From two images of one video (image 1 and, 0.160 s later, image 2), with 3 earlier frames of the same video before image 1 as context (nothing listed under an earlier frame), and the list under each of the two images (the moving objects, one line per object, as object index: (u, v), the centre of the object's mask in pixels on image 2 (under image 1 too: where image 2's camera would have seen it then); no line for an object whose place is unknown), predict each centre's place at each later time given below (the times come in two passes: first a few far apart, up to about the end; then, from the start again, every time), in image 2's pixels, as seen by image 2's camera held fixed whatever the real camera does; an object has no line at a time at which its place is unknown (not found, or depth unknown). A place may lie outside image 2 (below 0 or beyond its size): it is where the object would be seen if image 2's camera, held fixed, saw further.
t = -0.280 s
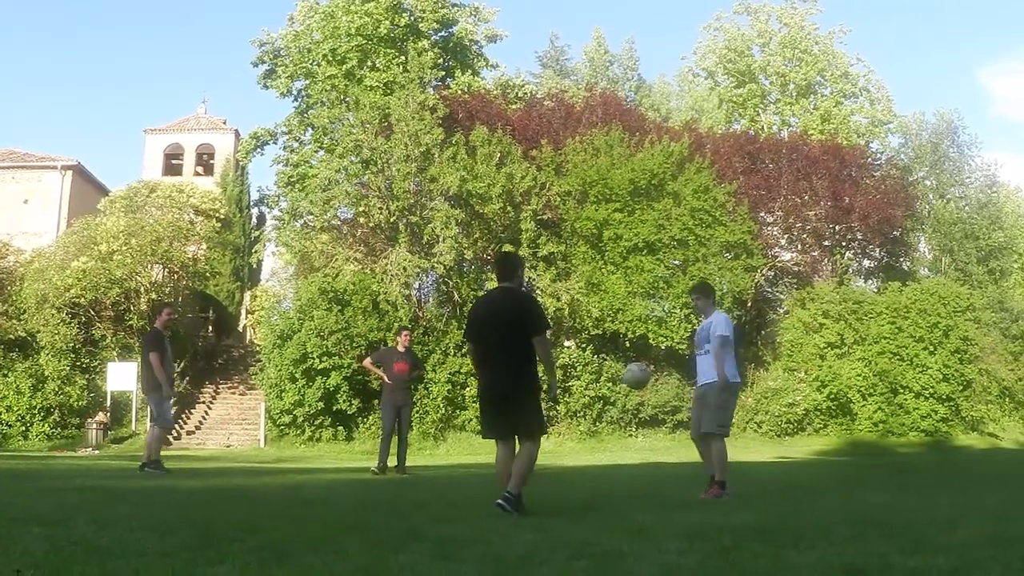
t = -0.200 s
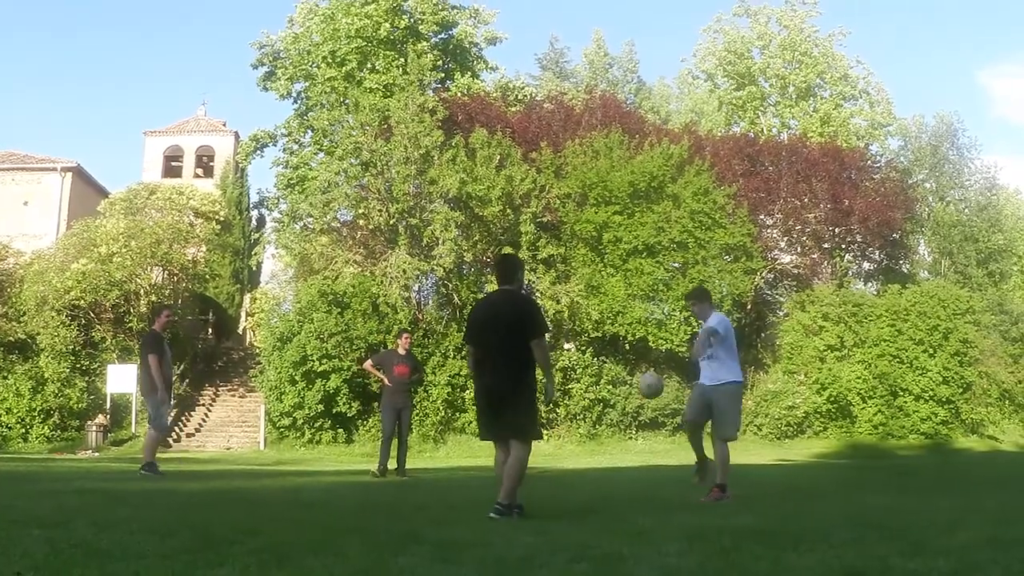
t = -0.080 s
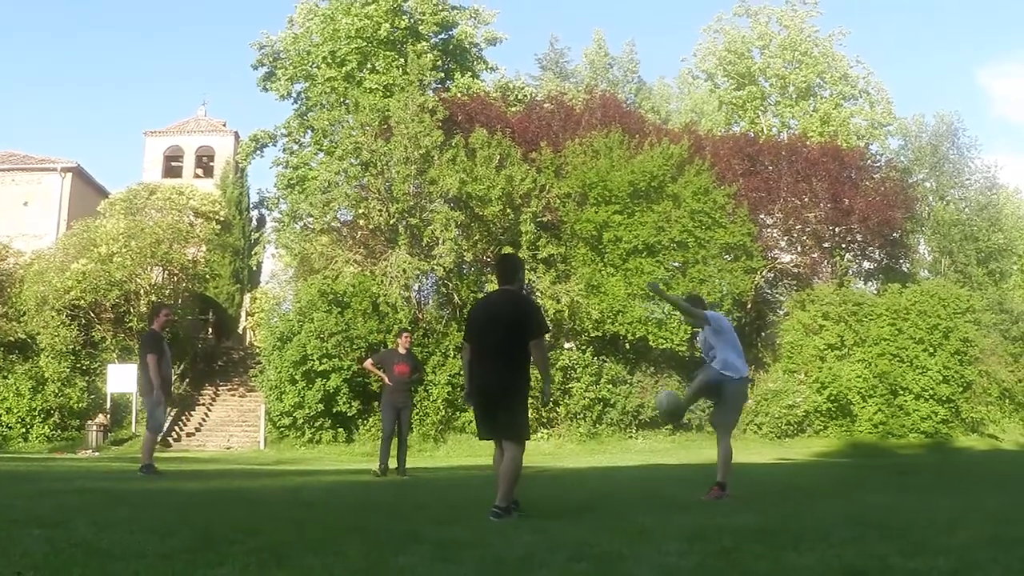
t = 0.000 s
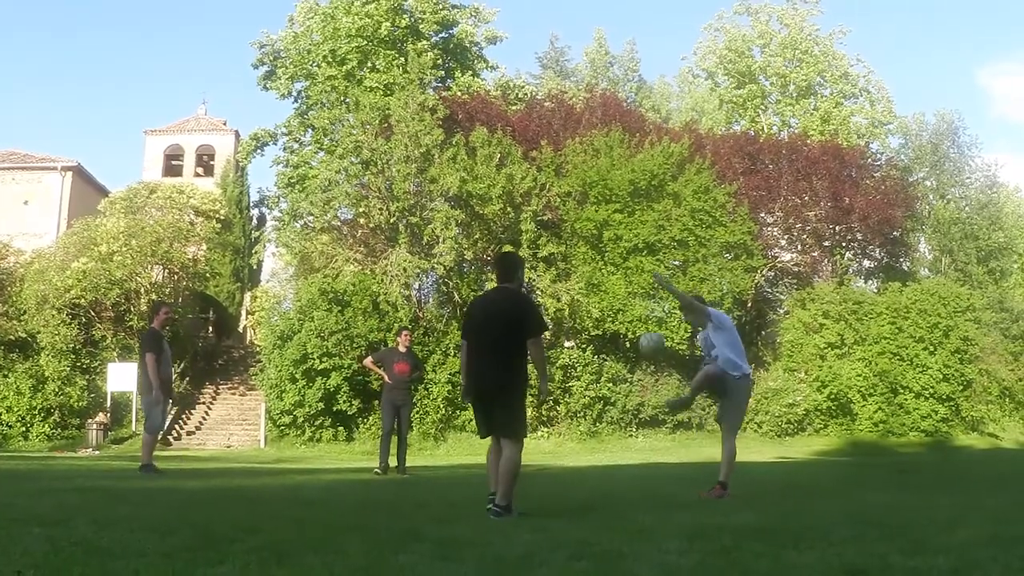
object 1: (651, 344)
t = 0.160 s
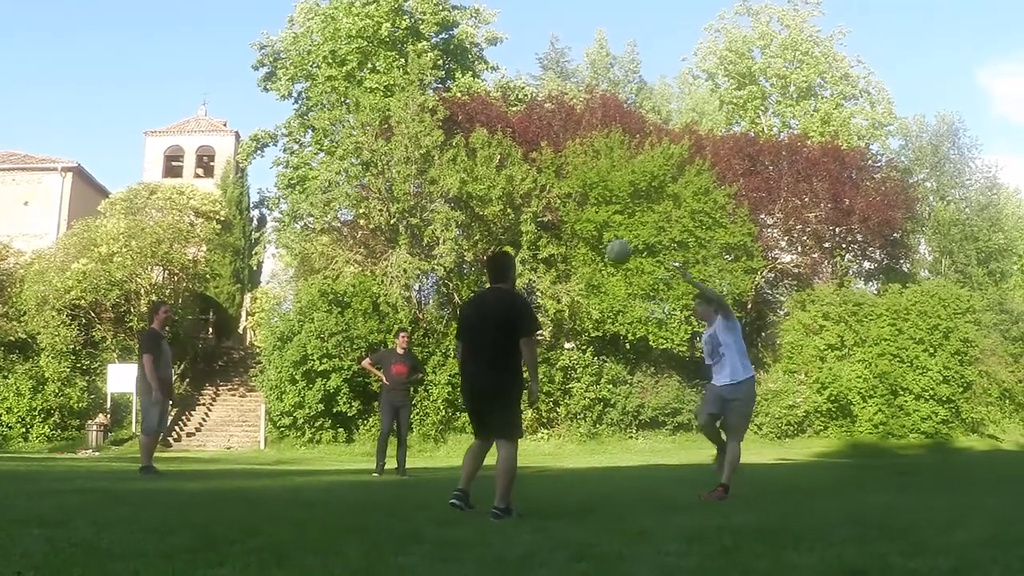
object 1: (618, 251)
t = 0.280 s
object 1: (595, 201)
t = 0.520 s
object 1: (548, 146)
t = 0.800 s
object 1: (493, 164)
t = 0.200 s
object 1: (611, 233)
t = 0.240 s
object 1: (603, 216)
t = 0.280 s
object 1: (595, 201)
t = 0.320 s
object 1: (588, 187)
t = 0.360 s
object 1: (579, 175)
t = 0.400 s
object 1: (571, 166)
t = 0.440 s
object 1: (563, 157)
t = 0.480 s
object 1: (555, 150)
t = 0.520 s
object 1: (548, 146)
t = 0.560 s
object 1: (539, 143)
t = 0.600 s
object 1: (532, 142)
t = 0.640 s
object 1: (524, 143)
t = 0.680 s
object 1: (516, 145)
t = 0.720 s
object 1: (509, 150)
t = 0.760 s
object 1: (501, 157)
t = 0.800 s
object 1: (493, 164)
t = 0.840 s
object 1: (484, 176)
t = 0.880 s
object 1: (474, 189)
